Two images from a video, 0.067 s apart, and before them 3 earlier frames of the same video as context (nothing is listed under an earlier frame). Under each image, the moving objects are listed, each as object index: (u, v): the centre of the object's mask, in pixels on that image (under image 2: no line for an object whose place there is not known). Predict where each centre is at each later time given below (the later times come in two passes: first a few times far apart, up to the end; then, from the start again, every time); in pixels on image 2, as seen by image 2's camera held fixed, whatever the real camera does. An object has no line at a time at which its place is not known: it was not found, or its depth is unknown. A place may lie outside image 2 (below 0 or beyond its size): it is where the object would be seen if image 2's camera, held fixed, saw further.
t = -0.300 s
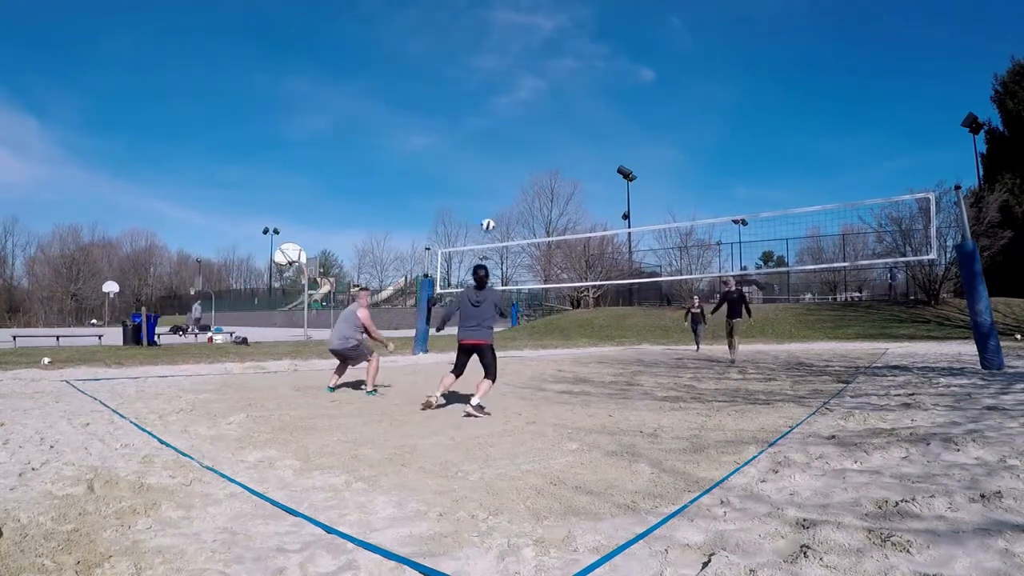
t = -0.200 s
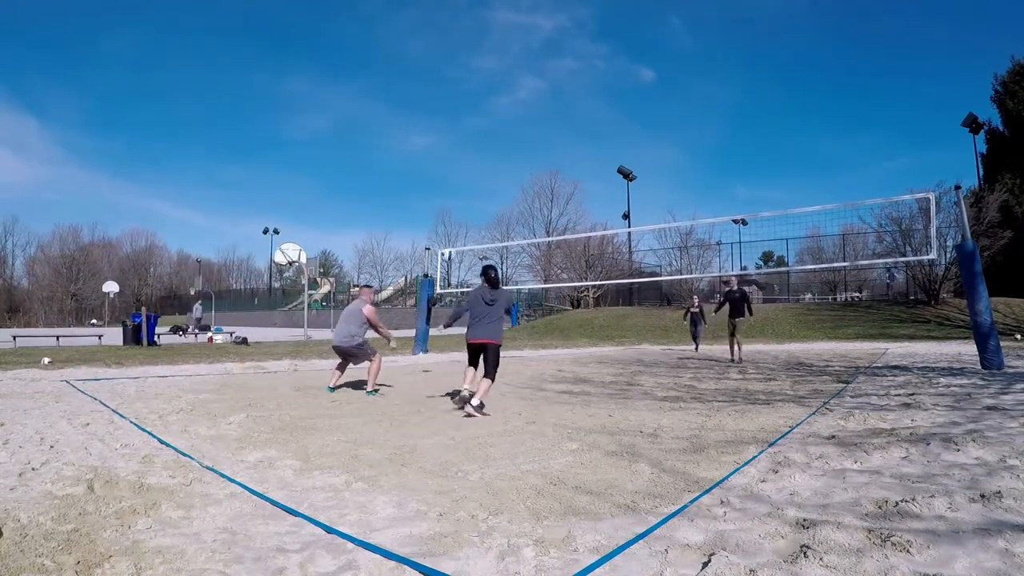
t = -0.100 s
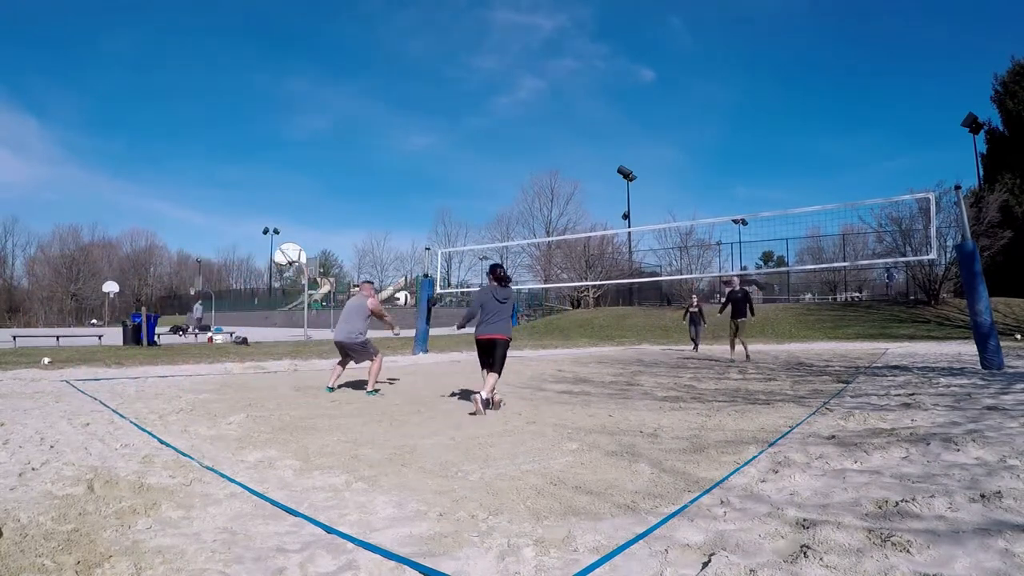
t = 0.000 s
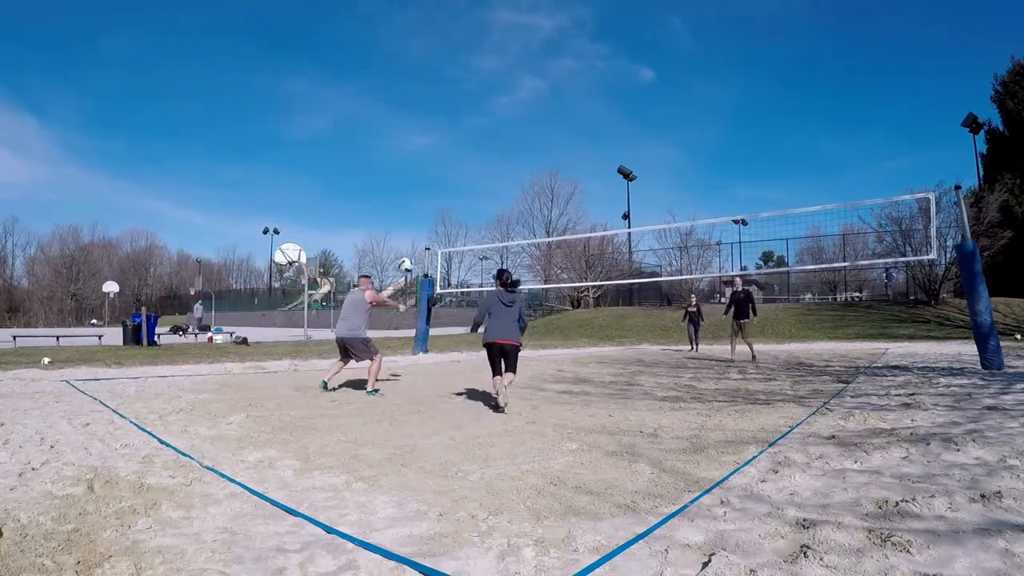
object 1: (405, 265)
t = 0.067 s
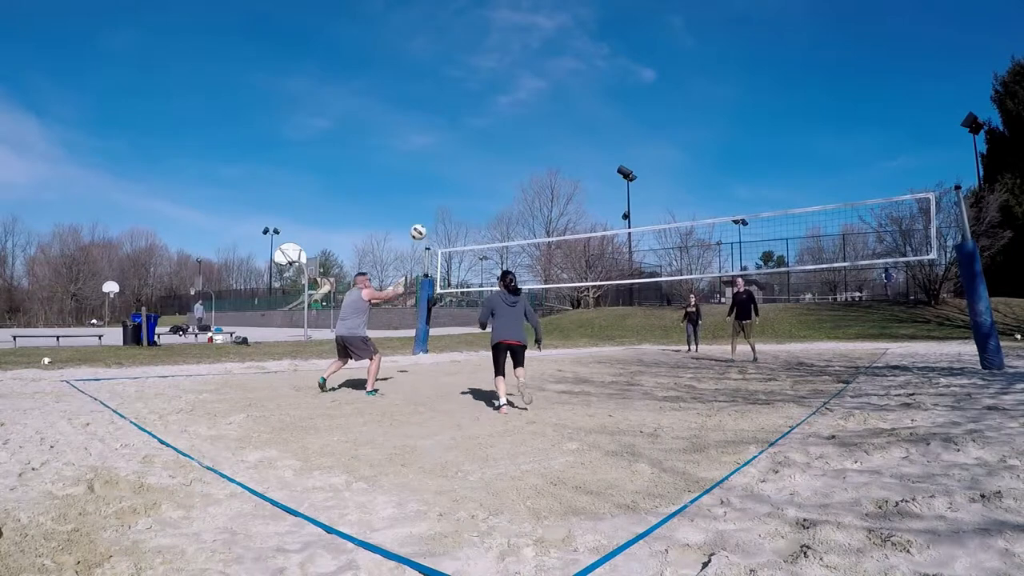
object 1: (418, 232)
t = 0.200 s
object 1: (442, 177)
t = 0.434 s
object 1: (481, 120)
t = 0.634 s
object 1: (510, 102)
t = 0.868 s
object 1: (543, 111)
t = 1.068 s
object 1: (569, 142)
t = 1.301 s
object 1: (599, 204)
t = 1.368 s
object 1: (607, 228)
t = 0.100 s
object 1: (424, 217)
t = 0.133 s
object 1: (430, 202)
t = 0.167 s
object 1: (436, 189)
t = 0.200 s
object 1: (442, 177)
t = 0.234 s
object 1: (447, 167)
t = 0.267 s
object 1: (453, 157)
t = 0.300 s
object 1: (459, 148)
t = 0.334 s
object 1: (465, 139)
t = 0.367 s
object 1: (470, 132)
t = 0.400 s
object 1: (475, 126)
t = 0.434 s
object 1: (481, 120)
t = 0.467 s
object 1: (485, 116)
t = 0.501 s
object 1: (491, 111)
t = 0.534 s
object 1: (496, 108)
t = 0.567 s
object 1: (500, 105)
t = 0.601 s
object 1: (506, 104)
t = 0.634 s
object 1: (510, 102)
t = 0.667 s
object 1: (515, 101)
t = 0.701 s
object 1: (520, 101)
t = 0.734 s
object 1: (525, 102)
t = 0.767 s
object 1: (529, 102)
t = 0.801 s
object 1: (534, 105)
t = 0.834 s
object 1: (538, 107)
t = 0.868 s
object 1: (543, 111)
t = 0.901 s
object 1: (547, 114)
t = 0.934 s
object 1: (552, 118)
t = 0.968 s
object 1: (556, 123)
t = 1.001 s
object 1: (561, 129)
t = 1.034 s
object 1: (565, 135)
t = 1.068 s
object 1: (569, 142)
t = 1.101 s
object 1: (574, 149)
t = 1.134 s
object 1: (578, 157)
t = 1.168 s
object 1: (583, 166)
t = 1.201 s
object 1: (587, 174)
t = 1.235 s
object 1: (591, 184)
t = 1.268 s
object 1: (596, 195)
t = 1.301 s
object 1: (599, 204)
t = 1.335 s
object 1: (604, 216)
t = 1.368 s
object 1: (607, 228)
